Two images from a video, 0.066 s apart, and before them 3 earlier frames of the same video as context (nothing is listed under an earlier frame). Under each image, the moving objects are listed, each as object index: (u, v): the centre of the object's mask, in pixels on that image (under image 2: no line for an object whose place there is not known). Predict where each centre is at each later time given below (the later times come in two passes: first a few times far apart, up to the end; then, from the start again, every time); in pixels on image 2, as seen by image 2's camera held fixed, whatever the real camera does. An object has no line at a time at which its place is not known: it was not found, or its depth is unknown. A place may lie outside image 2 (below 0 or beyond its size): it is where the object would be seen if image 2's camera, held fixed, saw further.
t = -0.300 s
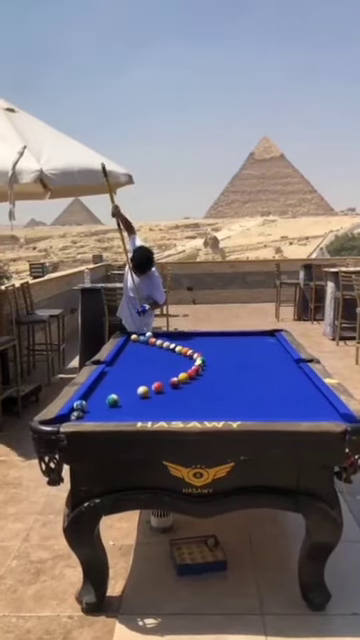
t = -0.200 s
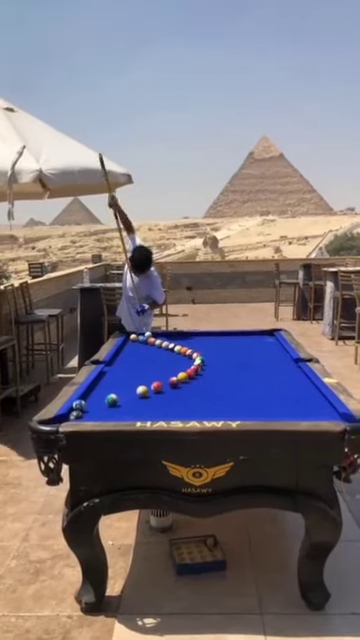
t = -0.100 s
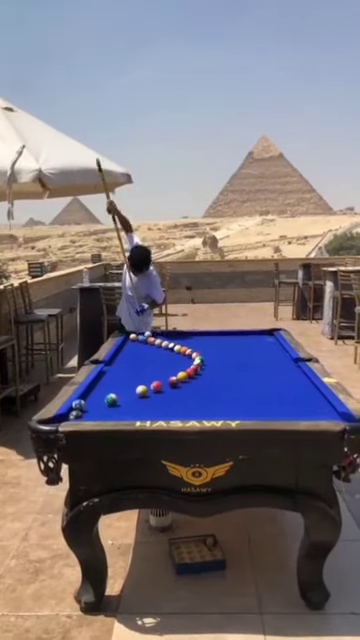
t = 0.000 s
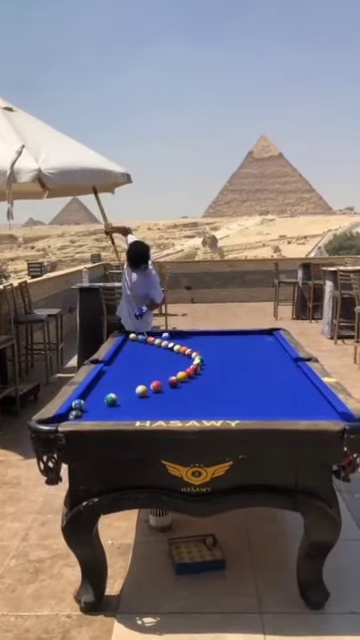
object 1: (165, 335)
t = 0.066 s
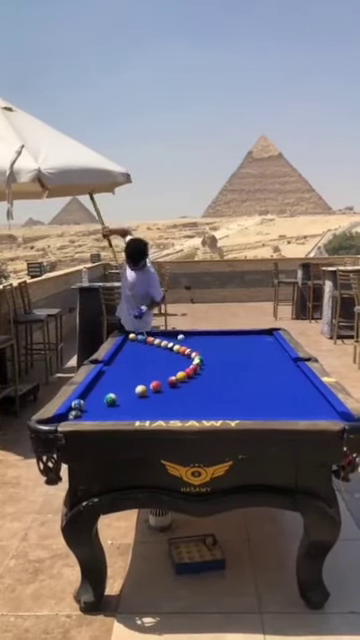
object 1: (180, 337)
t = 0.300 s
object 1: (226, 345)
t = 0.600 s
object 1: (254, 353)
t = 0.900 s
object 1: (244, 361)
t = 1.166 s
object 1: (223, 368)
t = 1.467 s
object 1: (197, 377)
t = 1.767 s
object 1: (169, 388)
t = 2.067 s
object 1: (138, 398)
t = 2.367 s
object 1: (105, 409)
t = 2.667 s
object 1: (85, 413)
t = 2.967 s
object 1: (81, 409)
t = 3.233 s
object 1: (80, 408)
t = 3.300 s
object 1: (80, 407)
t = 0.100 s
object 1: (188, 338)
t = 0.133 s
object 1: (196, 340)
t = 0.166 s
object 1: (203, 340)
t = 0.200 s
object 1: (209, 341)
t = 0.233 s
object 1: (215, 343)
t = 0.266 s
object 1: (221, 344)
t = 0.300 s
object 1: (226, 345)
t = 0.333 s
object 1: (231, 346)
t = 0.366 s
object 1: (235, 346)
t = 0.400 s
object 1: (240, 348)
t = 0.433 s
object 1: (244, 348)
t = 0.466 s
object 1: (247, 349)
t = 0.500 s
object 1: (249, 350)
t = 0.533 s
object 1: (252, 351)
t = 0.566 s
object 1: (253, 352)
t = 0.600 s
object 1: (254, 353)
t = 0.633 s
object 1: (256, 354)
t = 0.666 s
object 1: (256, 355)
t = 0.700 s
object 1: (255, 356)
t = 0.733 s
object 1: (255, 356)
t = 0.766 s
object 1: (253, 357)
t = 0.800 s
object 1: (251, 358)
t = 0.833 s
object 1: (249, 359)
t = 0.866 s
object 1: (247, 360)
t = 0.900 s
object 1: (244, 361)
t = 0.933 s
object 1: (241, 362)
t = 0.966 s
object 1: (239, 363)
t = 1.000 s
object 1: (236, 364)
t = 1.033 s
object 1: (234, 365)
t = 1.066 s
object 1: (231, 366)
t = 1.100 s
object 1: (228, 367)
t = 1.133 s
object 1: (225, 368)
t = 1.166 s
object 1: (223, 368)
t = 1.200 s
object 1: (220, 369)
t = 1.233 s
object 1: (217, 370)
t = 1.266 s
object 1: (214, 372)
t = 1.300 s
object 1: (211, 373)
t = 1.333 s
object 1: (208, 373)
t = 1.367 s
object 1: (206, 374)
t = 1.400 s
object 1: (203, 375)
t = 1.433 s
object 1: (200, 376)
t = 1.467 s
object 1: (197, 377)
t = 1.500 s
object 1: (194, 379)
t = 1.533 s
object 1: (191, 379)
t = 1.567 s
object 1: (188, 381)
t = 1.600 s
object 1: (184, 382)
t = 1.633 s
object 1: (181, 383)
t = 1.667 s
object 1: (178, 384)
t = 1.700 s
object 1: (175, 385)
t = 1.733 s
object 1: (172, 387)
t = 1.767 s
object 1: (169, 388)
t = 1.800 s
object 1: (166, 389)
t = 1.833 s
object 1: (162, 390)
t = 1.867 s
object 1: (159, 391)
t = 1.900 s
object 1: (156, 393)
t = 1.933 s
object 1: (152, 393)
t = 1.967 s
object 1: (149, 394)
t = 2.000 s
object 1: (145, 396)
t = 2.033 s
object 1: (142, 397)
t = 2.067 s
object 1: (138, 398)
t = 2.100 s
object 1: (135, 400)
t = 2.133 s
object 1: (131, 400)
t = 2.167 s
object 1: (128, 402)
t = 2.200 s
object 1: (124, 403)
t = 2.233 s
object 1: (120, 404)
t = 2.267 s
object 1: (116, 406)
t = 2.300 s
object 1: (112, 407)
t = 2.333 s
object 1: (109, 408)
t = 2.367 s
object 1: (105, 409)
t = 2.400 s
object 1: (101, 410)
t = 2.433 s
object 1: (96, 410)
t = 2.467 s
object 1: (92, 412)
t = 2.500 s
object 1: (88, 413)
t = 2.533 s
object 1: (87, 414)
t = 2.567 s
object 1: (86, 414)
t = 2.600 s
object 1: (86, 414)
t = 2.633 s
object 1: (85, 414)
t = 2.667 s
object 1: (85, 413)
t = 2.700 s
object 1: (84, 413)
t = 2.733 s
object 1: (84, 412)
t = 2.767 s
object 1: (83, 411)
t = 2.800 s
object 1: (83, 411)
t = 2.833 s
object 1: (83, 411)
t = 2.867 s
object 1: (82, 410)
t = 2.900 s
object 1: (82, 410)
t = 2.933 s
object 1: (81, 409)
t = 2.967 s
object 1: (81, 409)
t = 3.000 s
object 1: (81, 408)
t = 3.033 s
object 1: (80, 408)
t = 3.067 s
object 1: (80, 408)
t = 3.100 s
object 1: (80, 408)
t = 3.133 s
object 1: (80, 408)
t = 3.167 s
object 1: (80, 408)
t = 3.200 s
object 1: (80, 408)
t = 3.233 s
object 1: (80, 408)
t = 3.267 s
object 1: (80, 408)
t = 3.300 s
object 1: (80, 407)
